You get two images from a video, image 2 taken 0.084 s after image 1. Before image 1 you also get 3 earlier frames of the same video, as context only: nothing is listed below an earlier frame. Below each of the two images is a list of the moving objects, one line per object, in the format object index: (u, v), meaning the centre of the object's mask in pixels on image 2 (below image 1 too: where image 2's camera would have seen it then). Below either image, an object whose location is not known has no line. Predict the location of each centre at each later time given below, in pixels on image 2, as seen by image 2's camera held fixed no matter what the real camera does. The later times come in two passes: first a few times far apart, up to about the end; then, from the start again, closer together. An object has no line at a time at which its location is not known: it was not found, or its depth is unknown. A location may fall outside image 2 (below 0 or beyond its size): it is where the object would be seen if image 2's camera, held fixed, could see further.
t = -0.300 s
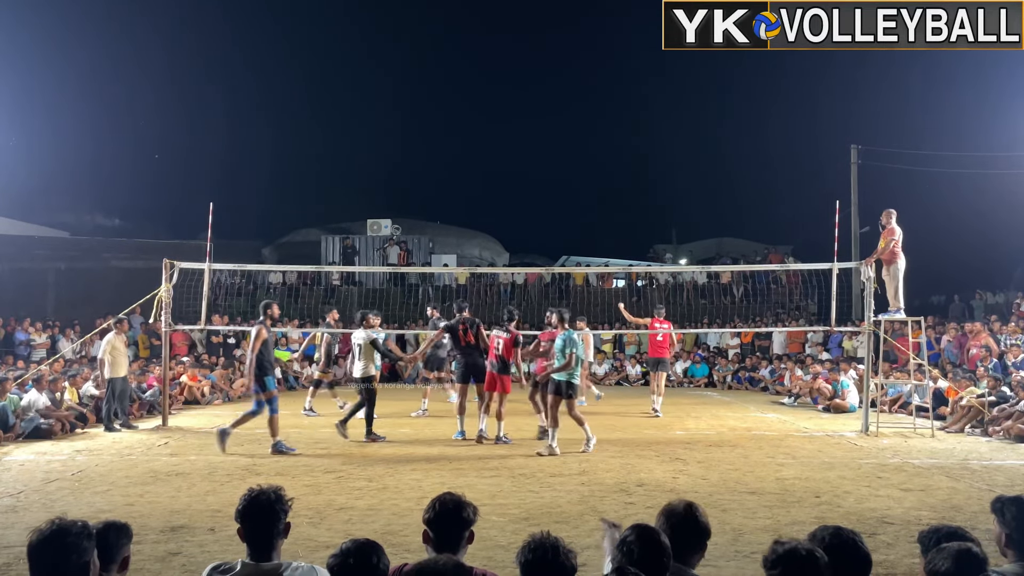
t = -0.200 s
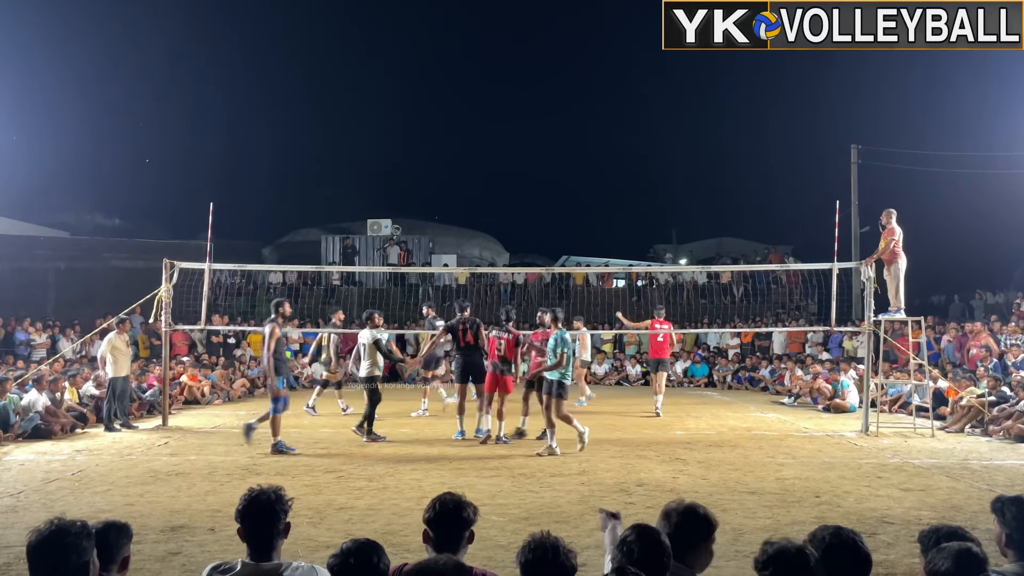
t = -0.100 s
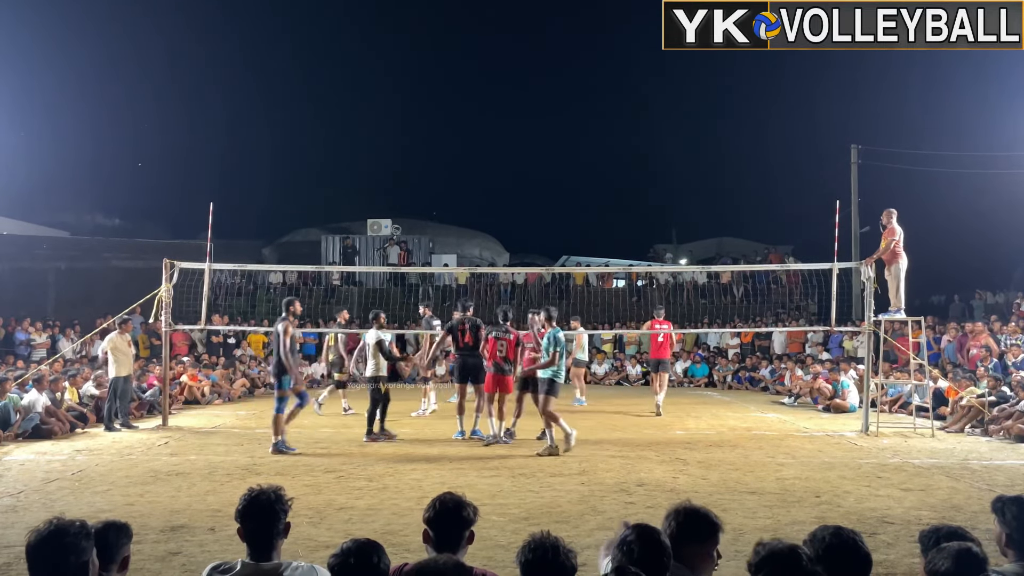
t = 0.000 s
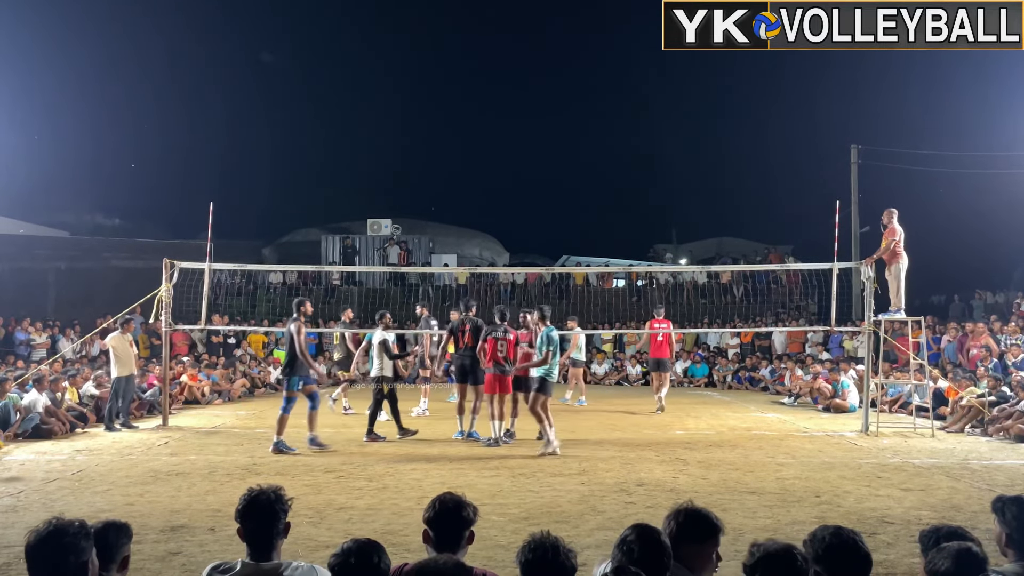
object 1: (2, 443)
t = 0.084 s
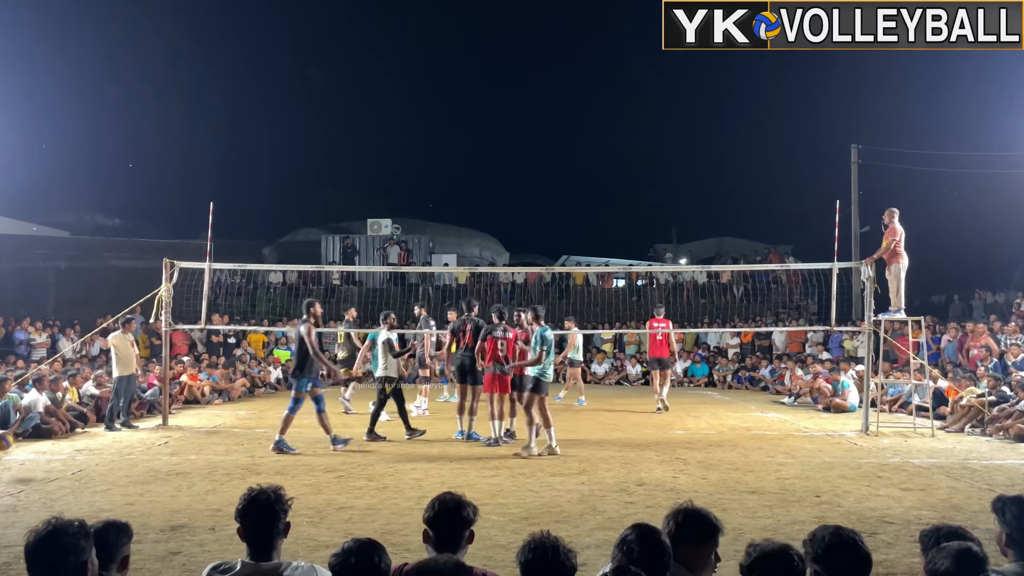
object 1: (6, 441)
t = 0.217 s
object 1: (19, 451)
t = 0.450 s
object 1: (51, 454)
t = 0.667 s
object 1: (83, 470)
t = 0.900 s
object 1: (117, 469)
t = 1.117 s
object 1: (150, 477)
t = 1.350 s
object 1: (189, 480)
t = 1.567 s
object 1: (226, 487)
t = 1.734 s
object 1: (251, 485)
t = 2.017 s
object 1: (301, 499)
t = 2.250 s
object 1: (345, 502)
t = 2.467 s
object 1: (381, 507)
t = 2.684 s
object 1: (414, 511)
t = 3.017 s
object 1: (473, 508)
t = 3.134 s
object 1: (486, 519)
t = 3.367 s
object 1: (522, 522)
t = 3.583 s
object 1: (558, 526)
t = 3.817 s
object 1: (597, 535)
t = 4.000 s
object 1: (622, 533)
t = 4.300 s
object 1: (689, 550)
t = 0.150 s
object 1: (10, 443)
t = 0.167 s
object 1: (12, 445)
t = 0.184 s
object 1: (15, 446)
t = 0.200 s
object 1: (16, 448)
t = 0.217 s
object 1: (19, 451)
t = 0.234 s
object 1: (21, 454)
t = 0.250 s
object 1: (23, 457)
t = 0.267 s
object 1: (25, 460)
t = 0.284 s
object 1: (28, 464)
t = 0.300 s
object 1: (30, 468)
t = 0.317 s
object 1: (32, 469)
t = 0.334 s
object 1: (34, 466)
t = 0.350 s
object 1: (36, 464)
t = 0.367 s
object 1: (39, 461)
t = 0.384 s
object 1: (41, 460)
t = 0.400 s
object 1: (44, 458)
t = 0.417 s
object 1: (47, 456)
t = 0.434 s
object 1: (49, 455)
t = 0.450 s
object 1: (51, 454)
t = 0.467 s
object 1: (54, 454)
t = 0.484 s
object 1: (56, 454)
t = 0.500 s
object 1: (59, 453)
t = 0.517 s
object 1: (61, 453)
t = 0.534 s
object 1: (63, 454)
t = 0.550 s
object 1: (66, 455)
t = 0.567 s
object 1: (69, 456)
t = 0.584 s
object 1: (71, 458)
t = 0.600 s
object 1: (73, 460)
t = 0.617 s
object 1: (77, 462)
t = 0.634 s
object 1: (78, 464)
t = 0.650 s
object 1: (80, 467)
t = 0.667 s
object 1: (83, 470)
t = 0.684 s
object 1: (85, 473)
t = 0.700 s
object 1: (88, 476)
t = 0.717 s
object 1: (91, 475)
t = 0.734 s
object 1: (93, 473)
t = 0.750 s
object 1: (95, 471)
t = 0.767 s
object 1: (98, 470)
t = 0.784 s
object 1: (100, 468)
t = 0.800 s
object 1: (102, 468)
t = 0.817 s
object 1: (104, 467)
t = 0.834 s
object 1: (108, 467)
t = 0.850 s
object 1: (110, 467)
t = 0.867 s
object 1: (112, 467)
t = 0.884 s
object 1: (115, 468)
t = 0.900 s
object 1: (117, 469)
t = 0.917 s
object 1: (120, 470)
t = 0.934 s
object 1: (122, 472)
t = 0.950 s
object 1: (124, 474)
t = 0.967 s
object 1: (126, 476)
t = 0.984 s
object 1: (129, 479)
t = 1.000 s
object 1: (132, 482)
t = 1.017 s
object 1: (133, 481)
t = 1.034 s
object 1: (136, 480)
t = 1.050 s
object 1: (139, 479)
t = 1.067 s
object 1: (142, 478)
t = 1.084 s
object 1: (144, 477)
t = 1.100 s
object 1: (148, 477)
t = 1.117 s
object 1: (150, 477)
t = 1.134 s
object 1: (152, 477)
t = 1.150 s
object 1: (156, 478)
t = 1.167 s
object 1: (159, 479)
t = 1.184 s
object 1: (161, 481)
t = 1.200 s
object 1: (164, 482)
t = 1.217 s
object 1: (167, 484)
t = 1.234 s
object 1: (170, 486)
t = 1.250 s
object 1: (172, 487)
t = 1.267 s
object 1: (175, 486)
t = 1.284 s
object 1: (177, 484)
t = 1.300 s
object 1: (180, 483)
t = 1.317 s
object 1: (183, 482)
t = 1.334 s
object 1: (187, 480)
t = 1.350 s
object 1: (189, 480)
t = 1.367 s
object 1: (192, 480)
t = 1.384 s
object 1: (194, 480)
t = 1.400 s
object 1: (196, 481)
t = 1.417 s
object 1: (199, 481)
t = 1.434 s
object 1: (202, 483)
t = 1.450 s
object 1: (206, 484)
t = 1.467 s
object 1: (208, 486)
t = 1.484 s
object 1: (211, 488)
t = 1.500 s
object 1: (214, 491)
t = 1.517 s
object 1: (217, 492)
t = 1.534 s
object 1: (219, 490)
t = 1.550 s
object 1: (223, 488)
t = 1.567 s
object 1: (226, 487)
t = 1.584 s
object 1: (228, 485)
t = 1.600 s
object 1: (231, 485)
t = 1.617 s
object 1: (234, 484)
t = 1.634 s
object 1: (236, 484)
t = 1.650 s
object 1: (239, 483)
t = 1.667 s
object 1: (241, 484)
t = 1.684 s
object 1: (243, 484)
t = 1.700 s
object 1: (245, 484)
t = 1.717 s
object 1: (249, 484)
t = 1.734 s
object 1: (251, 485)
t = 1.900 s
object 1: (285, 487)
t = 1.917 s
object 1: (288, 488)
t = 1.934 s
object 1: (289, 490)
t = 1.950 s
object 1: (292, 491)
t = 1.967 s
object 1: (294, 492)
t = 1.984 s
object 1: (297, 494)
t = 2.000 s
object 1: (299, 497)
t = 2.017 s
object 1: (301, 499)
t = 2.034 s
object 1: (305, 500)
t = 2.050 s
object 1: (308, 499)
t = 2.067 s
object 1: (310, 497)
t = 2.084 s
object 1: (313, 497)
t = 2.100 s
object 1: (316, 496)
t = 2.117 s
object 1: (320, 496)
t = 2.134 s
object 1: (323, 496)
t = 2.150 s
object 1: (326, 497)
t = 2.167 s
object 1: (328, 498)
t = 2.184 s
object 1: (332, 499)
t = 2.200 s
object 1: (335, 500)
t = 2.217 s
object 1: (338, 502)
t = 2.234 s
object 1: (341, 504)
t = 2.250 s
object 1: (345, 502)
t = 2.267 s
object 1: (347, 501)
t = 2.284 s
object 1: (350, 500)
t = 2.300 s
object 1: (353, 499)
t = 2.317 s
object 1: (355, 499)
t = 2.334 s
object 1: (358, 499)
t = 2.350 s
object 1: (361, 499)
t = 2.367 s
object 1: (364, 499)
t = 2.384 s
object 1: (367, 500)
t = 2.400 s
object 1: (370, 501)
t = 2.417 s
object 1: (372, 503)
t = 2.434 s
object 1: (375, 505)
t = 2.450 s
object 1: (379, 507)
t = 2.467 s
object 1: (381, 507)
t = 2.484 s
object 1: (383, 506)
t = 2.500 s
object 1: (387, 504)
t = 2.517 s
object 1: (390, 503)
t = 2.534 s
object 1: (393, 502)
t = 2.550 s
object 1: (395, 501)
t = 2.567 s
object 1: (397, 501)
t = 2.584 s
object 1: (400, 502)
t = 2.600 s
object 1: (403, 502)
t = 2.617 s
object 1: (406, 503)
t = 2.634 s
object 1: (409, 505)
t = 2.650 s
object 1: (411, 507)
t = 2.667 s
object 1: (413, 509)
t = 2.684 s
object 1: (414, 511)
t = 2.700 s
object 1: (416, 509)
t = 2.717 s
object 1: (418, 506)
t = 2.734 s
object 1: (420, 504)
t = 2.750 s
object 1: (421, 502)
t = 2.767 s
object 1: (423, 501)
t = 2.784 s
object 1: (426, 499)
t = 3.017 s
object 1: (473, 508)
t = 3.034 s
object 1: (475, 509)
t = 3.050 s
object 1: (476, 511)
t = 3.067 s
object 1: (477, 512)
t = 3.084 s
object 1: (481, 514)
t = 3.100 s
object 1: (483, 517)
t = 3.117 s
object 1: (484, 520)
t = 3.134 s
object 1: (486, 519)
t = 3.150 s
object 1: (488, 517)
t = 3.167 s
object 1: (490, 516)
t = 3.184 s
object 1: (492, 515)
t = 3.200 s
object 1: (494, 515)
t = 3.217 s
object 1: (497, 515)
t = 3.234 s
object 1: (499, 516)
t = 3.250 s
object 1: (502, 516)
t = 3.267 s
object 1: (505, 517)
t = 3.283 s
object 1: (508, 519)
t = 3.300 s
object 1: (510, 522)
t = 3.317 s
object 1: (513, 524)
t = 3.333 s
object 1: (515, 523)
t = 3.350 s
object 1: (518, 522)
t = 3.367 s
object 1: (522, 522)
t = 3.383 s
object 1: (525, 522)
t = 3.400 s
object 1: (527, 522)
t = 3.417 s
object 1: (530, 523)
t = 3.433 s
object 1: (532, 523)
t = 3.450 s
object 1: (536, 524)
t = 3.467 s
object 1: (538, 525)
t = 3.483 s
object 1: (541, 525)
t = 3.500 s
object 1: (544, 525)
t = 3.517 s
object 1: (548, 524)
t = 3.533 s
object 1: (551, 525)
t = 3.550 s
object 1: (553, 526)
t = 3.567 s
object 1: (555, 525)
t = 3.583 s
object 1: (558, 526)
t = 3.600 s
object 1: (562, 526)
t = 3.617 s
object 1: (564, 527)
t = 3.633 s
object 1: (567, 529)
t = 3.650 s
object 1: (569, 530)
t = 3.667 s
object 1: (572, 530)
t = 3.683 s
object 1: (575, 530)
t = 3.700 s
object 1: (578, 530)
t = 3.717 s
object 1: (580, 532)
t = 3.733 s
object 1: (583, 533)
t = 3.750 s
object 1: (586, 533)
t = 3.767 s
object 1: (589, 533)
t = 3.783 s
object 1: (591, 533)
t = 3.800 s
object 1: (594, 534)
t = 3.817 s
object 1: (597, 535)
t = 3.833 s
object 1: (600, 535)
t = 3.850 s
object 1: (603, 534)
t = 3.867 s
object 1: (606, 535)
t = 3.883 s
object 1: (609, 536)
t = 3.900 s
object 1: (612, 537)
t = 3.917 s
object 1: (614, 536)
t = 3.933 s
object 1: (616, 536)
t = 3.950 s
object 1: (619, 536)
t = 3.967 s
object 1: (619, 537)
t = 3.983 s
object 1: (620, 535)
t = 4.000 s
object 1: (622, 533)
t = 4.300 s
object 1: (689, 550)
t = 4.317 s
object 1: (691, 550)
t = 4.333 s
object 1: (692, 549)
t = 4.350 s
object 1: (695, 548)
